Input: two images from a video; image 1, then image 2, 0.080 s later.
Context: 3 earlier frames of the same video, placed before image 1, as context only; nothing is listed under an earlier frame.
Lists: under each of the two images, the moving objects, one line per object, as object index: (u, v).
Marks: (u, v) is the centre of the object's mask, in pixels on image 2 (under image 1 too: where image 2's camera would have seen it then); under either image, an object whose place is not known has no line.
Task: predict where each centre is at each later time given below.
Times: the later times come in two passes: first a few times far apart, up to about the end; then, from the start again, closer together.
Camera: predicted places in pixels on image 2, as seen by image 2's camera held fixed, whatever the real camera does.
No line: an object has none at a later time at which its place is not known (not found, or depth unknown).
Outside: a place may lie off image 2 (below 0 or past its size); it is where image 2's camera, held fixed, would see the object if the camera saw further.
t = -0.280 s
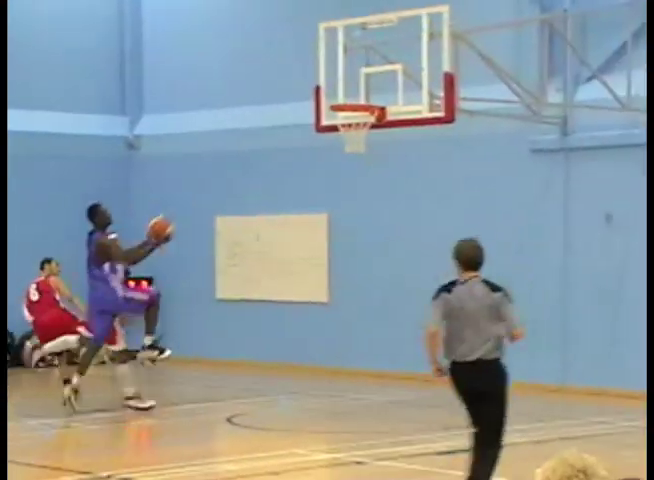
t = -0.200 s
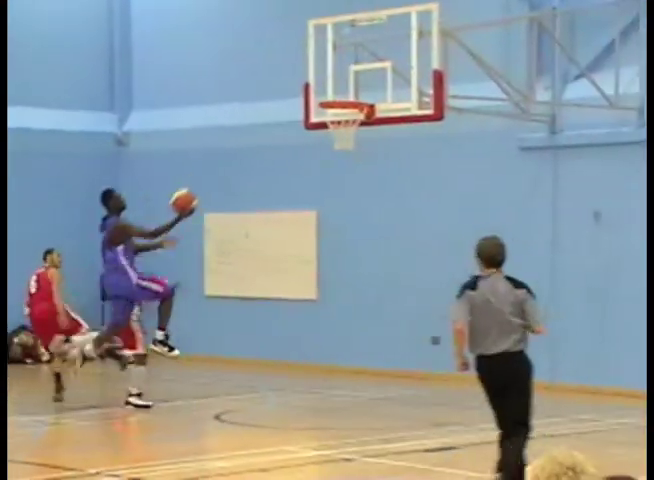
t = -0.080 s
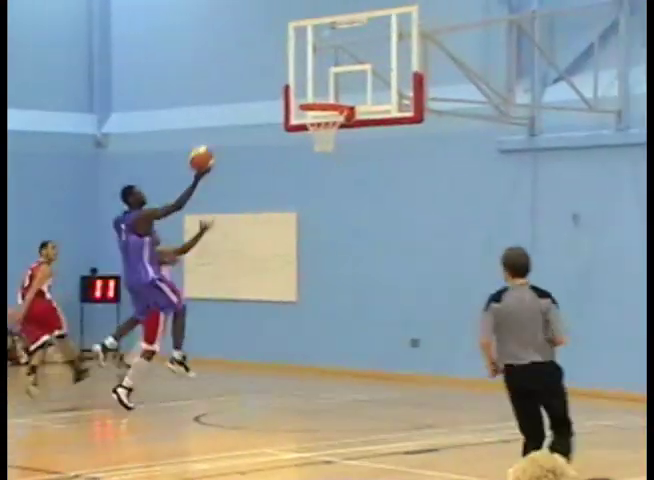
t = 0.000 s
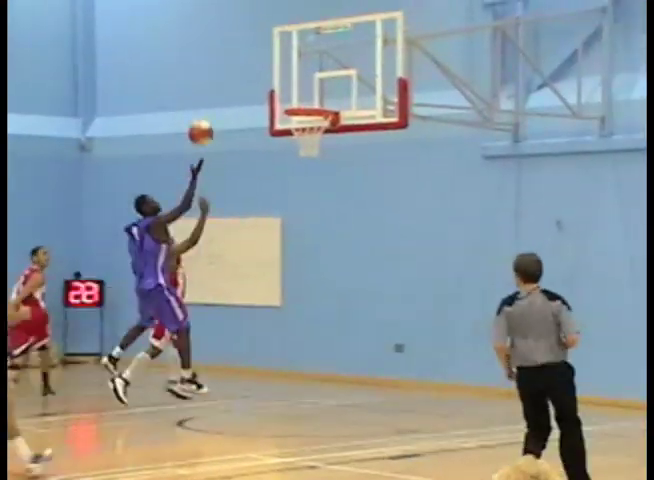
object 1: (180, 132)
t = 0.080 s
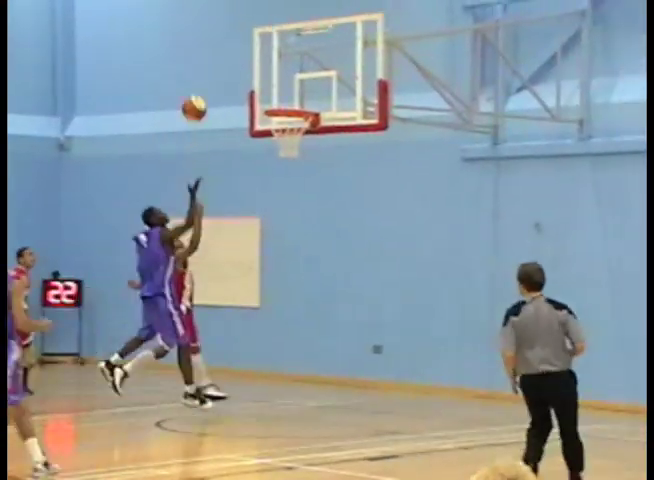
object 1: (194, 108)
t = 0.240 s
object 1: (218, 81)
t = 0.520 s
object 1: (269, 95)
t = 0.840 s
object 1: (284, 136)
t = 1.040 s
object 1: (277, 152)
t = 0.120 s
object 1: (199, 99)
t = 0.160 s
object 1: (206, 91)
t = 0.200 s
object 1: (212, 85)
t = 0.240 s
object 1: (218, 81)
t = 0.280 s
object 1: (225, 77)
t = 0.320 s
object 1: (232, 75)
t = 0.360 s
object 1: (240, 77)
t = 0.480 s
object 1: (260, 88)
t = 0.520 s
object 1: (269, 95)
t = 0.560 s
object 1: (272, 99)
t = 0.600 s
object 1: (281, 100)
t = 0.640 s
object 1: (289, 102)
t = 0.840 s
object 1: (284, 136)
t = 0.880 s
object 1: (281, 139)
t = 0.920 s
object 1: (279, 139)
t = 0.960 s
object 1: (278, 141)
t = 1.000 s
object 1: (277, 144)
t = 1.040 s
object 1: (277, 152)
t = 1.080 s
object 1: (276, 160)
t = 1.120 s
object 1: (275, 168)
